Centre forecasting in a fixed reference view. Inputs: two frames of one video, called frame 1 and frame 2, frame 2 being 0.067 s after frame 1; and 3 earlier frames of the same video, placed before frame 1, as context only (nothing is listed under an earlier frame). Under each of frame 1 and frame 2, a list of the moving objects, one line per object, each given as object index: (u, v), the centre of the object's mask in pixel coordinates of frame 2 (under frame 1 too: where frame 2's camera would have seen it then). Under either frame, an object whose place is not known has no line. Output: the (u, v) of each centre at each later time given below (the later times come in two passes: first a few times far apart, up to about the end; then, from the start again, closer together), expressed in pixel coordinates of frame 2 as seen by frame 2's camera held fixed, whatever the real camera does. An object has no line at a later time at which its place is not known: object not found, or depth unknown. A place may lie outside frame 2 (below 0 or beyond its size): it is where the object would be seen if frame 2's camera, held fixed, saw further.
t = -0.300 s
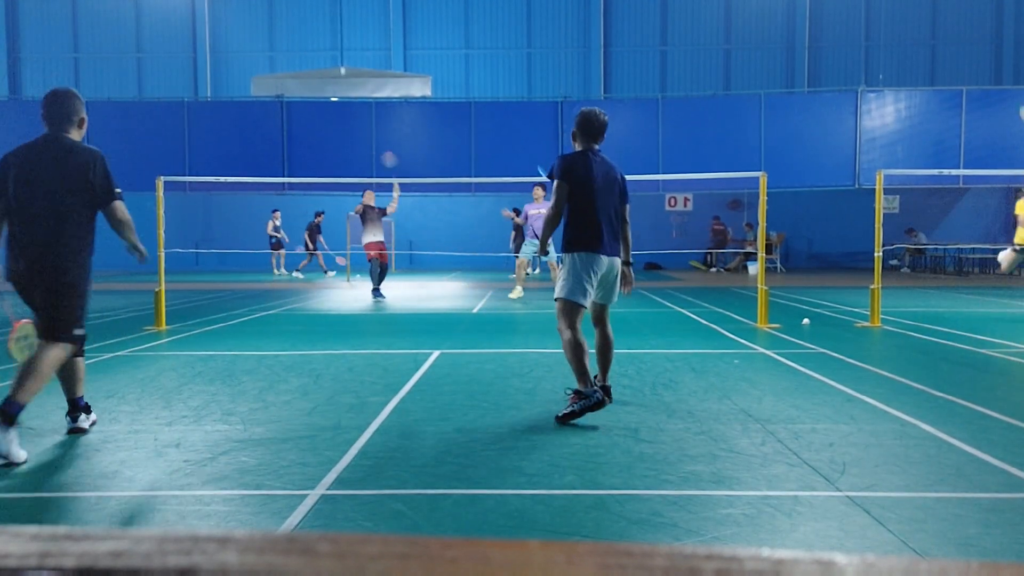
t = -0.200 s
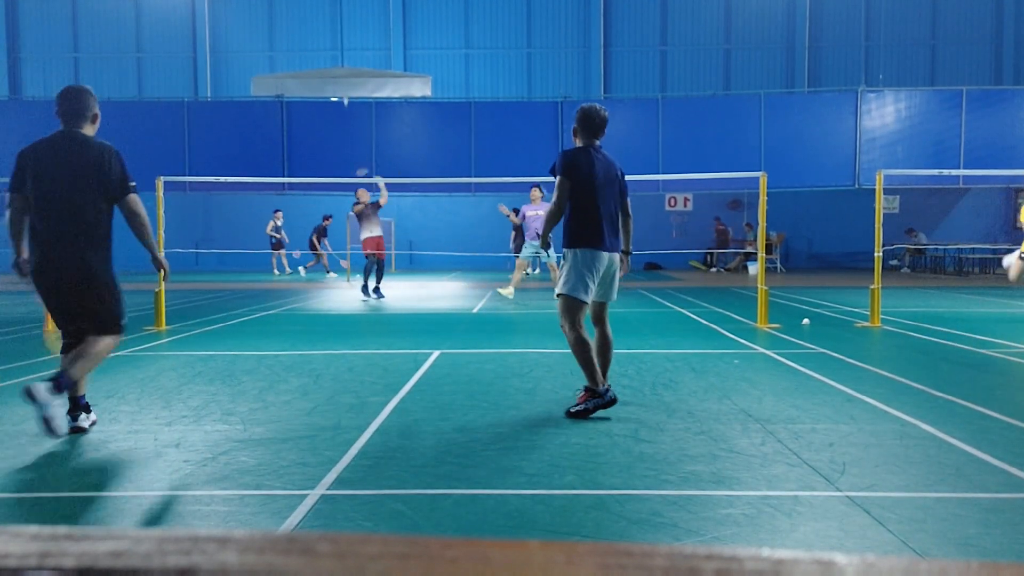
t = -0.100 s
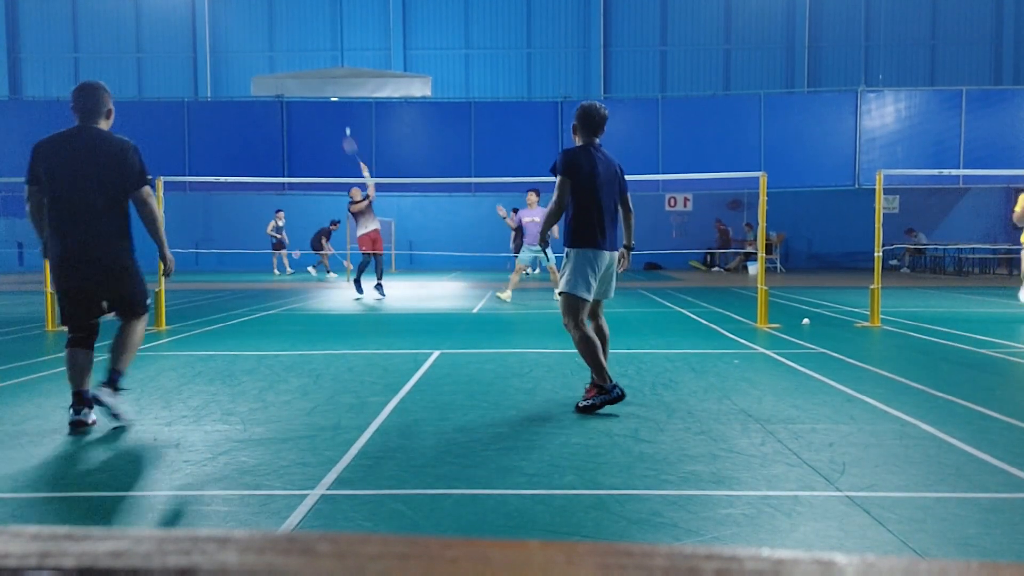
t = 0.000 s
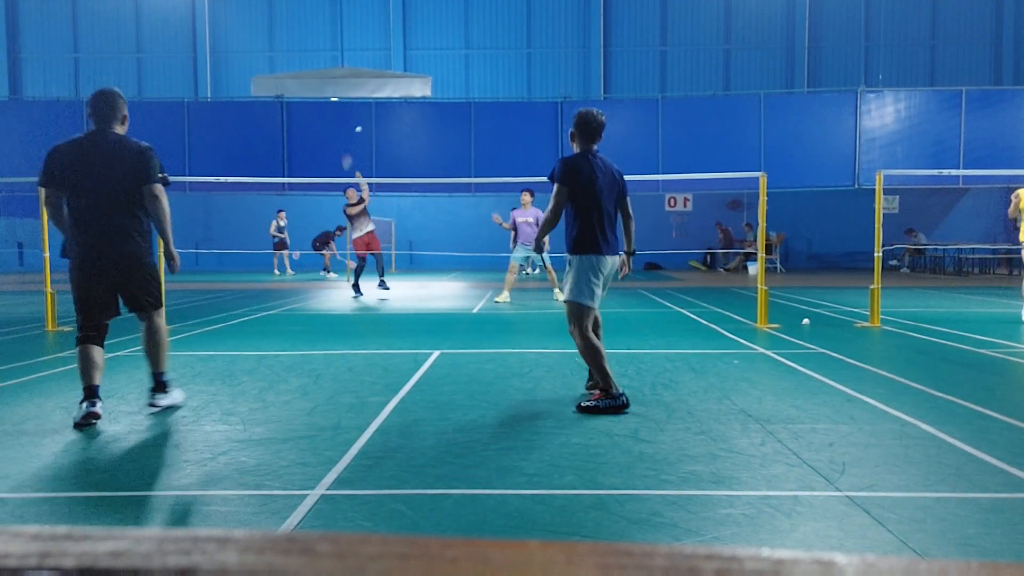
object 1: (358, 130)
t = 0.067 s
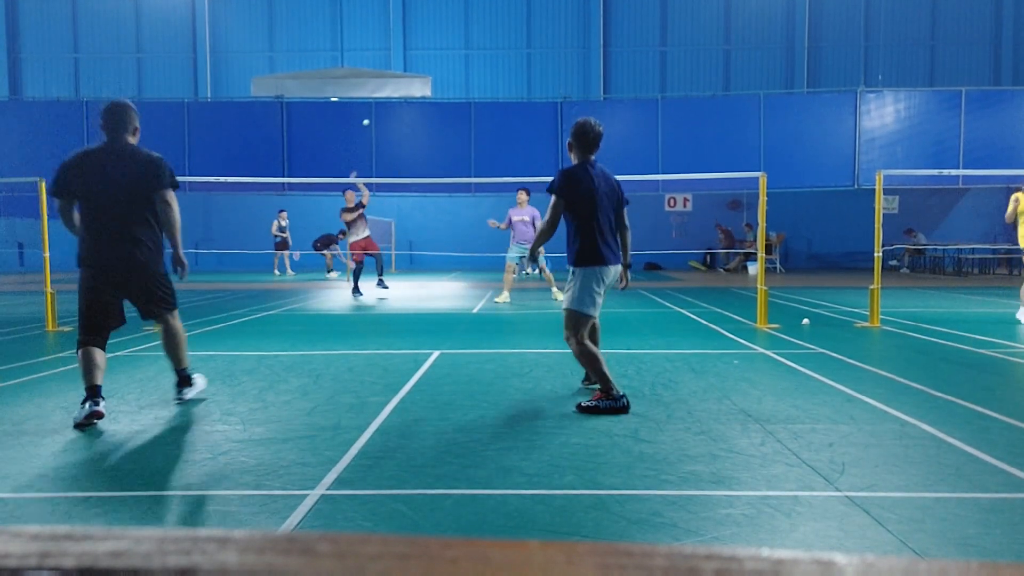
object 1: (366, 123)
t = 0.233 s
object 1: (380, 120)
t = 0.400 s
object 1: (401, 137)
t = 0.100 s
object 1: (369, 121)
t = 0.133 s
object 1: (373, 120)
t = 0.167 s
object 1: (377, 119)
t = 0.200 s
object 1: (377, 120)
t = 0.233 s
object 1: (380, 120)
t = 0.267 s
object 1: (383, 121)
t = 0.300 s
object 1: (389, 124)
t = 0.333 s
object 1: (393, 127)
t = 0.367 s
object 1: (397, 131)
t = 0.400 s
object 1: (401, 137)
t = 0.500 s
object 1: (413, 157)
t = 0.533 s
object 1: (416, 166)
